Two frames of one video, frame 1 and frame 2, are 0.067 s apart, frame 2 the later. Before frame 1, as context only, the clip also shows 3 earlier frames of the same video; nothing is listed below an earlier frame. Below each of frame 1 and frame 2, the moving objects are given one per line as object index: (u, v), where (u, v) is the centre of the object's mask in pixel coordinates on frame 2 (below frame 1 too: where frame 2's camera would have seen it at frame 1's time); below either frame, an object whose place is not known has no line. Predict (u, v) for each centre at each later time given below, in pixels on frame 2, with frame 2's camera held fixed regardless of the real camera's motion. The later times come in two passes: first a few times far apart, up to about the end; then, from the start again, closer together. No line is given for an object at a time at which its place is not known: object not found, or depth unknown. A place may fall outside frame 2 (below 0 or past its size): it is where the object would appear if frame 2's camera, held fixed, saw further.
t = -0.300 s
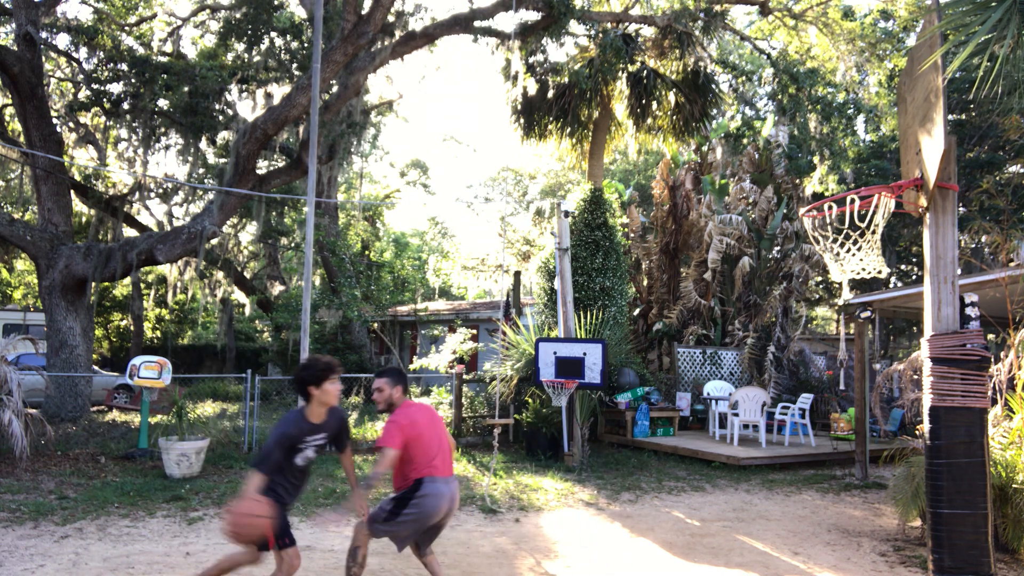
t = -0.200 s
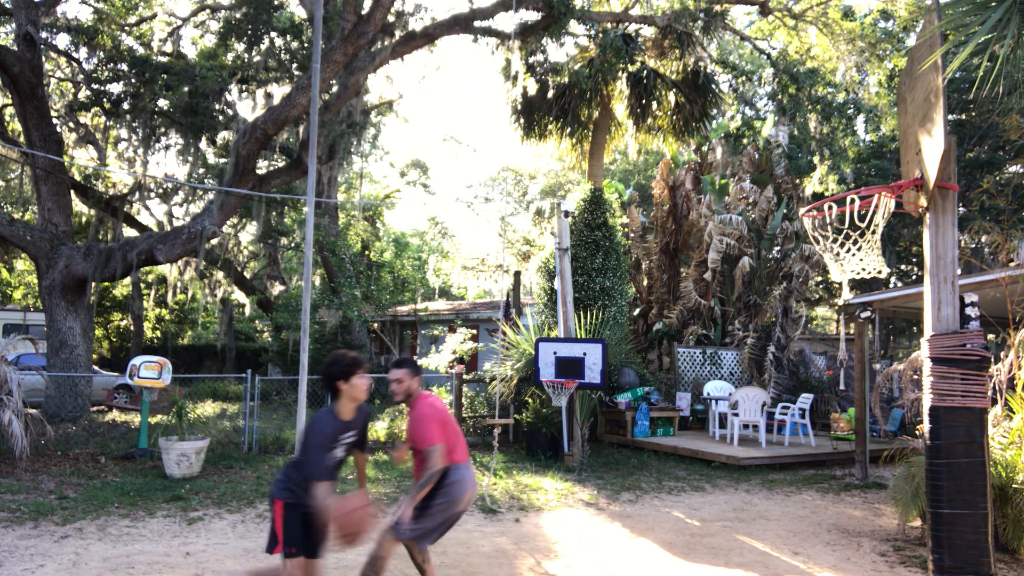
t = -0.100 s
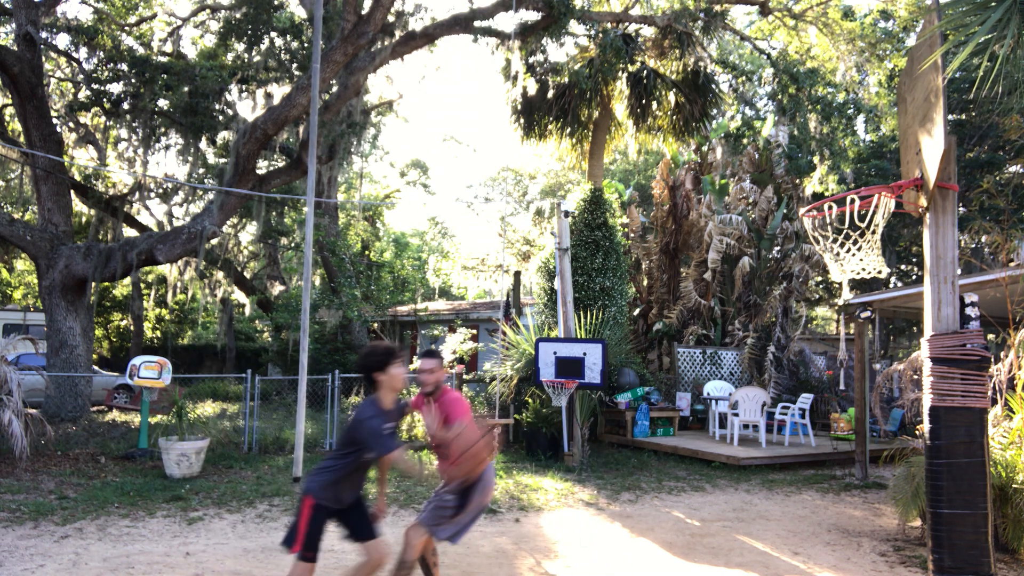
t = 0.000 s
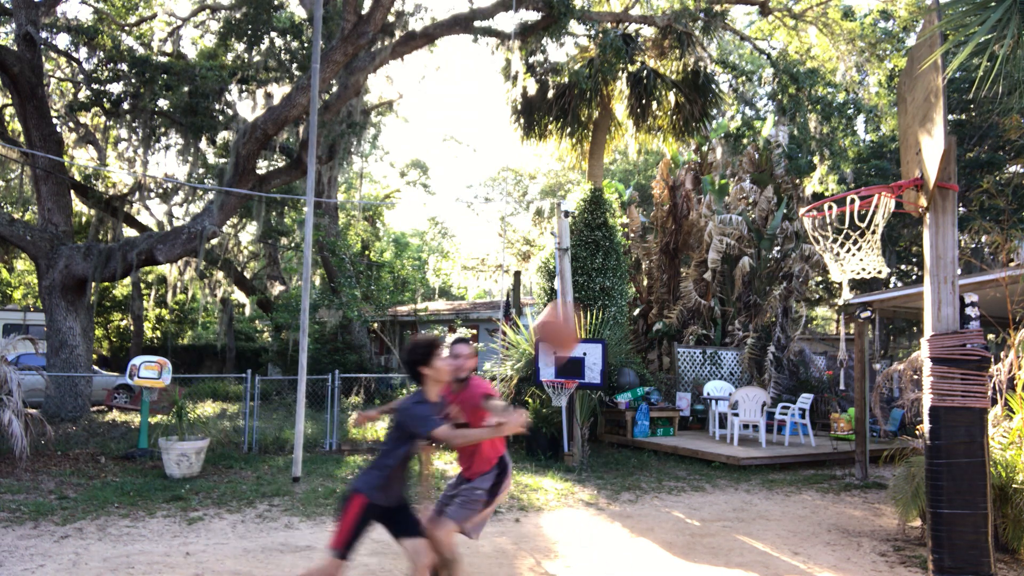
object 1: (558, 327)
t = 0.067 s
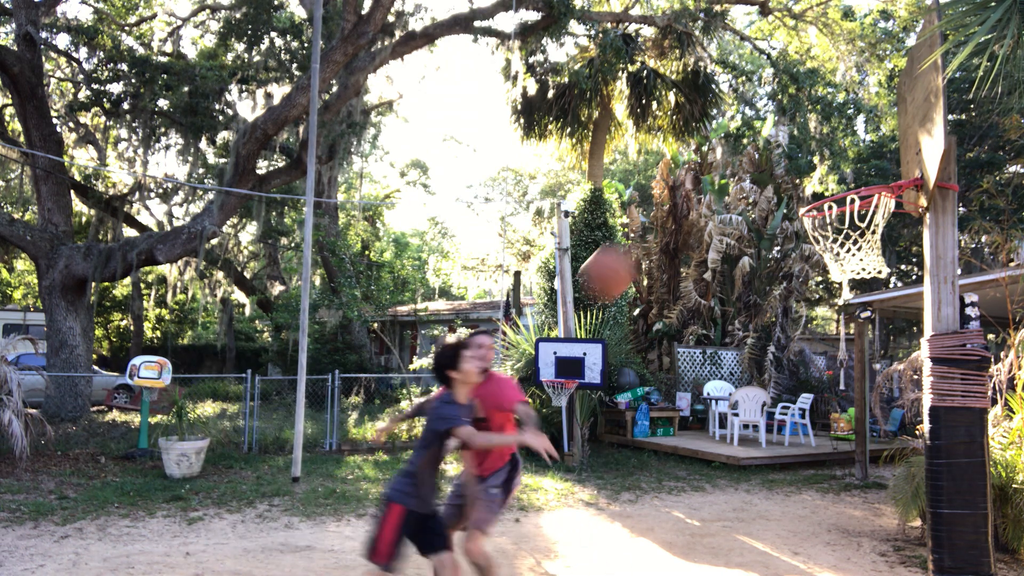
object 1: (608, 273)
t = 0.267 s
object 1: (749, 158)
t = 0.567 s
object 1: (869, 130)
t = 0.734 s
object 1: (792, 167)
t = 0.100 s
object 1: (634, 246)
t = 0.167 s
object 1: (681, 203)
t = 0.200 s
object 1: (703, 185)
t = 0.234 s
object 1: (728, 170)
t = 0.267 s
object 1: (749, 158)
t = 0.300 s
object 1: (774, 146)
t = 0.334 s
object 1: (795, 137)
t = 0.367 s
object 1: (818, 131)
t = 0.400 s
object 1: (838, 127)
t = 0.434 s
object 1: (860, 126)
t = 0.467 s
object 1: (882, 126)
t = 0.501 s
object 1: (901, 128)
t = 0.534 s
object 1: (885, 128)
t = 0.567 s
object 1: (869, 130)
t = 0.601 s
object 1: (854, 134)
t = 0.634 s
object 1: (837, 140)
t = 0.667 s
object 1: (822, 148)
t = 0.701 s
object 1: (807, 156)
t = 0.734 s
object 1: (792, 167)
